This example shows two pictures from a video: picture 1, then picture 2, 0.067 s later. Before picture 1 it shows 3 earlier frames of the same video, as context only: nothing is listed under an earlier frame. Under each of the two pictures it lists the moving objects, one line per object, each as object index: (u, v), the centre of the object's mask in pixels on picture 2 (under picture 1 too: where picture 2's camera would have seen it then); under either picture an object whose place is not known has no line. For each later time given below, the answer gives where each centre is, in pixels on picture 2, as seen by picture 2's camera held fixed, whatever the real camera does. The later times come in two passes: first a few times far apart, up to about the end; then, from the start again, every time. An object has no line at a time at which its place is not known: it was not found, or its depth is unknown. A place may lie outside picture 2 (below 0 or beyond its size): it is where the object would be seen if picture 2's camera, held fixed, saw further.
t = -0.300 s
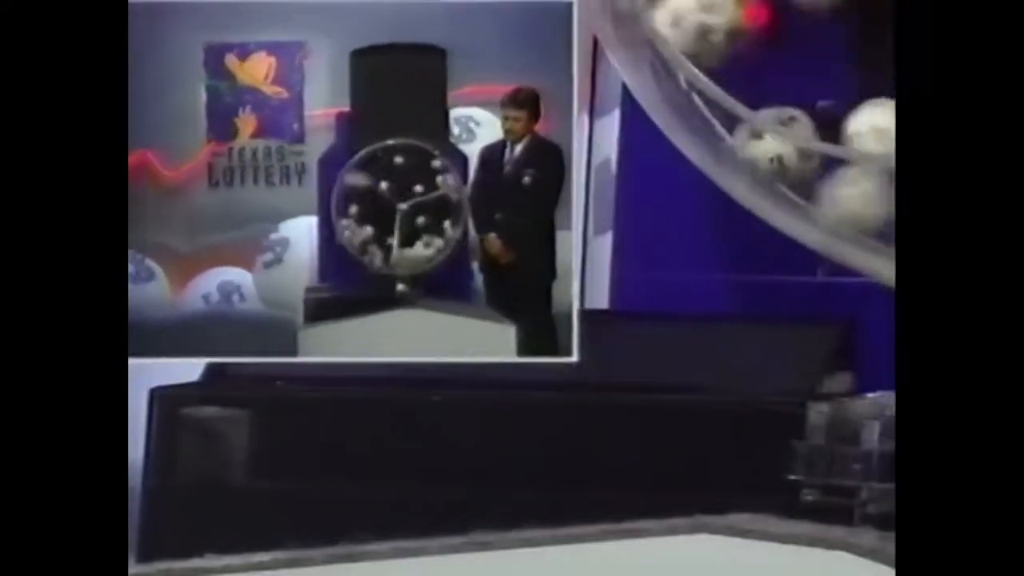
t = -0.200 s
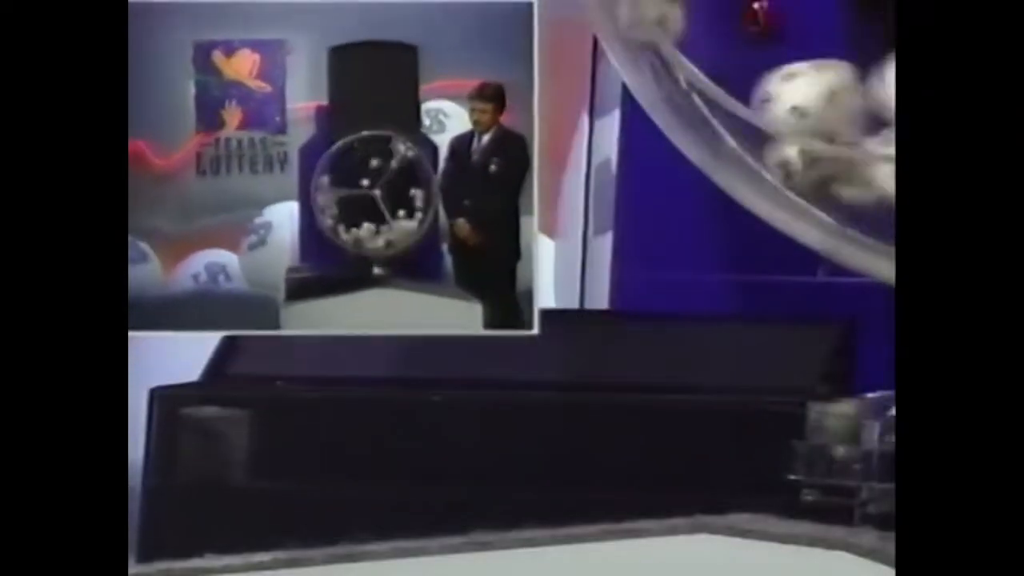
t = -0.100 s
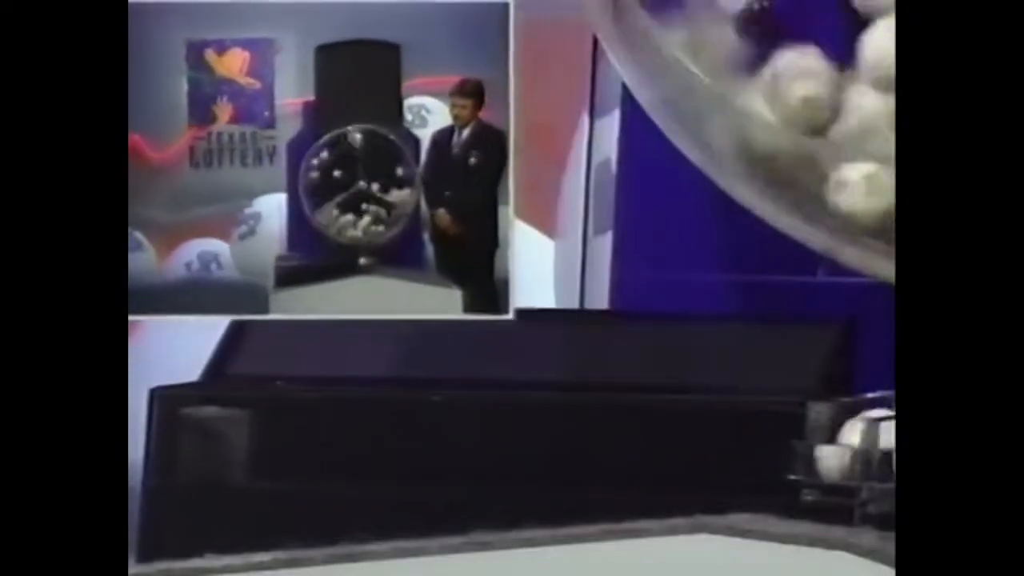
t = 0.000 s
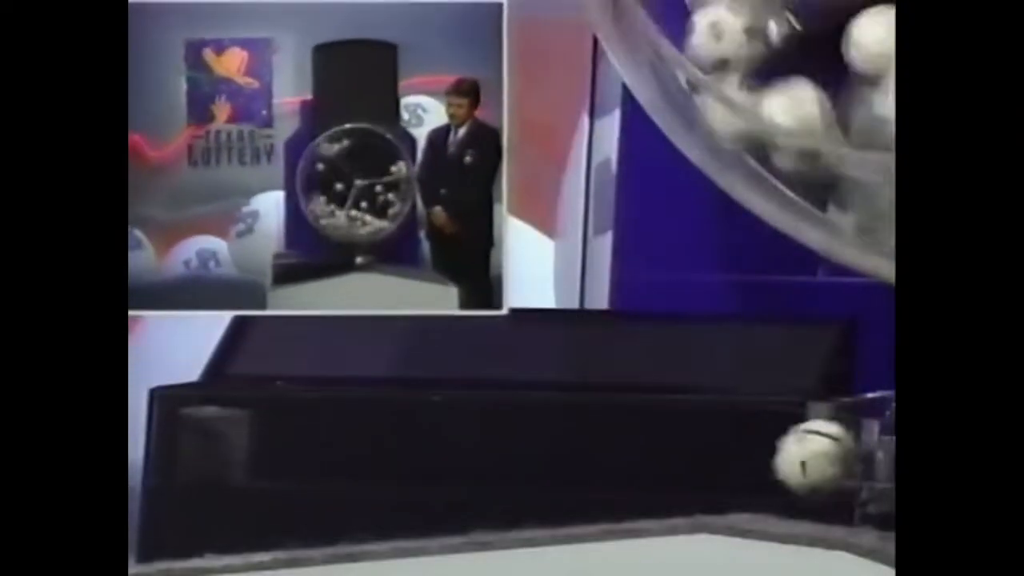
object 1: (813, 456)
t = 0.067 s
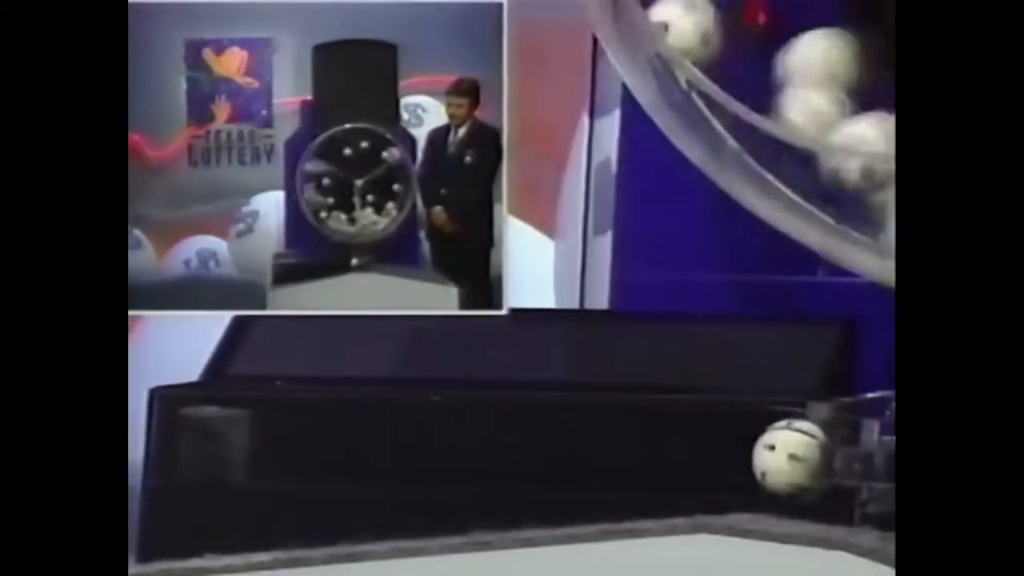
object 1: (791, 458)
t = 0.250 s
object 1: (795, 457)
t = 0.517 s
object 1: (773, 458)
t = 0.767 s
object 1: (717, 456)
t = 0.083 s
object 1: (791, 457)
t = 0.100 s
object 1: (791, 457)
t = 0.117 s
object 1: (792, 458)
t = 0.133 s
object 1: (793, 456)
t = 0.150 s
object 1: (793, 456)
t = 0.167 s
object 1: (792, 458)
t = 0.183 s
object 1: (794, 457)
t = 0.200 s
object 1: (794, 456)
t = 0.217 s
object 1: (794, 458)
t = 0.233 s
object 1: (794, 458)
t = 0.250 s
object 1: (795, 457)
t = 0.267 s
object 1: (795, 458)
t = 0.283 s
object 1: (795, 457)
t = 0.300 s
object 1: (795, 457)
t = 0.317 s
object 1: (794, 458)
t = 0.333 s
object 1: (794, 458)
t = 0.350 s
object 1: (792, 457)
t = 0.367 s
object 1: (792, 458)
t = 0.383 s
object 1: (791, 459)
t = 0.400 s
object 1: (789, 458)
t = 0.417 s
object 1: (787, 458)
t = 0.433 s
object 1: (785, 457)
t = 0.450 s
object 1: (784, 458)
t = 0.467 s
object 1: (780, 458)
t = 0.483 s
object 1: (778, 457)
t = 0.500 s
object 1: (776, 457)
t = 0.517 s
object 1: (773, 458)
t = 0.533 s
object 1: (771, 458)
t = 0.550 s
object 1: (769, 457)
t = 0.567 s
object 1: (765, 457)
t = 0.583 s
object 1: (763, 457)
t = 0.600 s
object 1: (760, 457)
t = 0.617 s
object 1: (757, 457)
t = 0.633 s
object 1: (753, 457)
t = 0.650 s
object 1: (749, 456)
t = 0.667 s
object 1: (746, 457)
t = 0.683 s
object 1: (742, 458)
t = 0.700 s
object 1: (737, 458)
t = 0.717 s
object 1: (733, 457)
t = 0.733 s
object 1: (728, 457)
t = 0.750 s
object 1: (722, 456)
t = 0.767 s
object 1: (717, 456)
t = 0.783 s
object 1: (712, 456)
